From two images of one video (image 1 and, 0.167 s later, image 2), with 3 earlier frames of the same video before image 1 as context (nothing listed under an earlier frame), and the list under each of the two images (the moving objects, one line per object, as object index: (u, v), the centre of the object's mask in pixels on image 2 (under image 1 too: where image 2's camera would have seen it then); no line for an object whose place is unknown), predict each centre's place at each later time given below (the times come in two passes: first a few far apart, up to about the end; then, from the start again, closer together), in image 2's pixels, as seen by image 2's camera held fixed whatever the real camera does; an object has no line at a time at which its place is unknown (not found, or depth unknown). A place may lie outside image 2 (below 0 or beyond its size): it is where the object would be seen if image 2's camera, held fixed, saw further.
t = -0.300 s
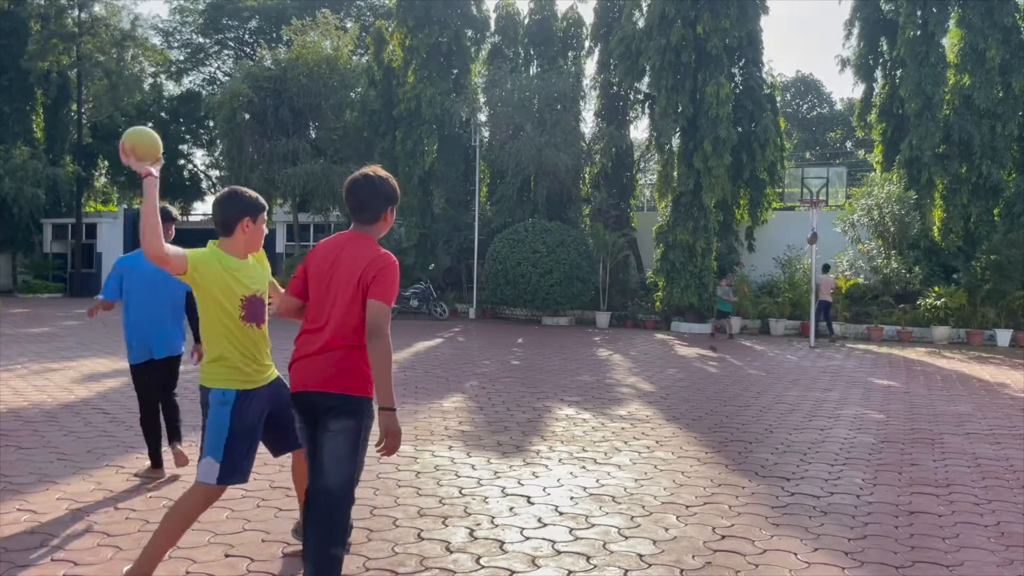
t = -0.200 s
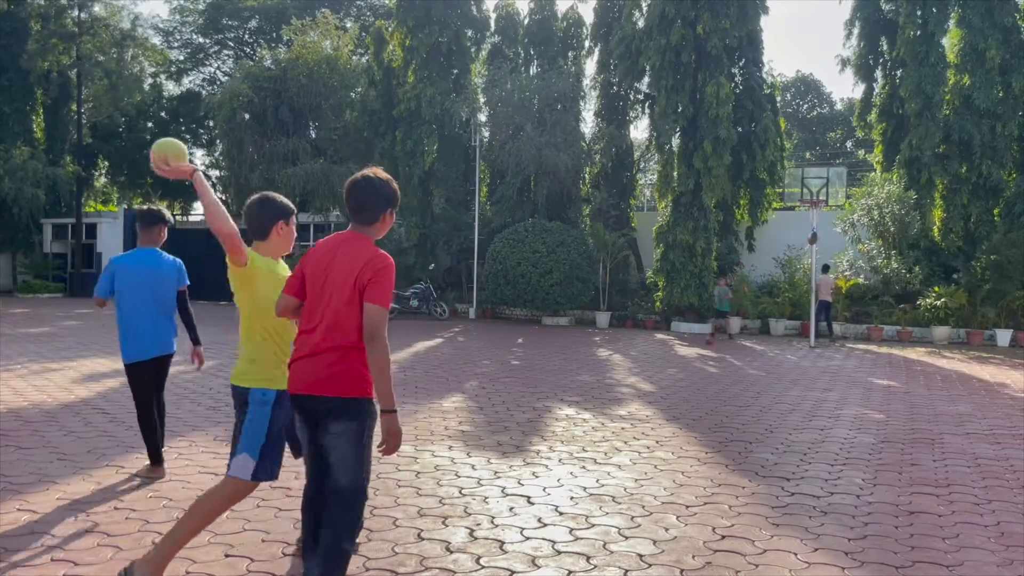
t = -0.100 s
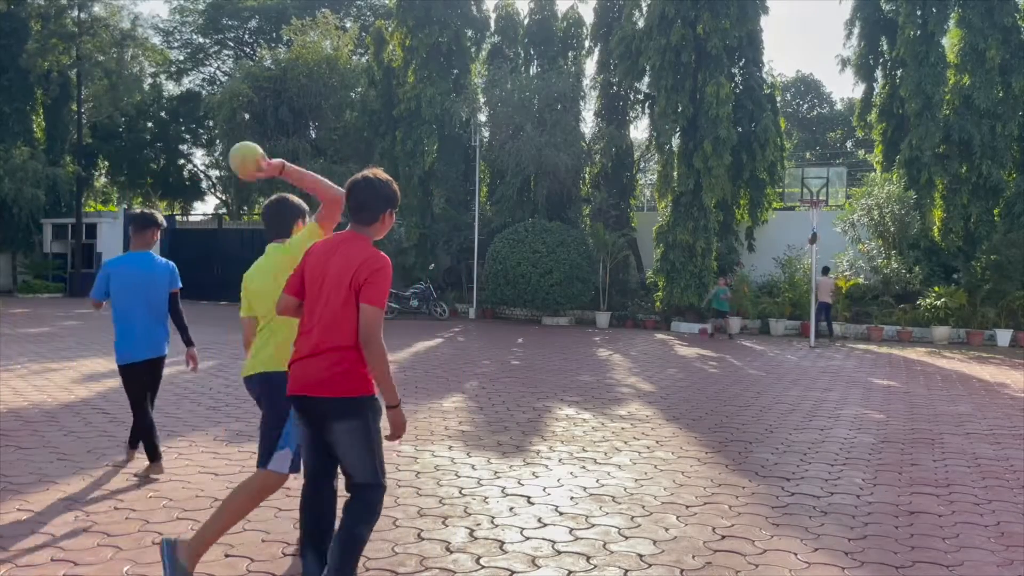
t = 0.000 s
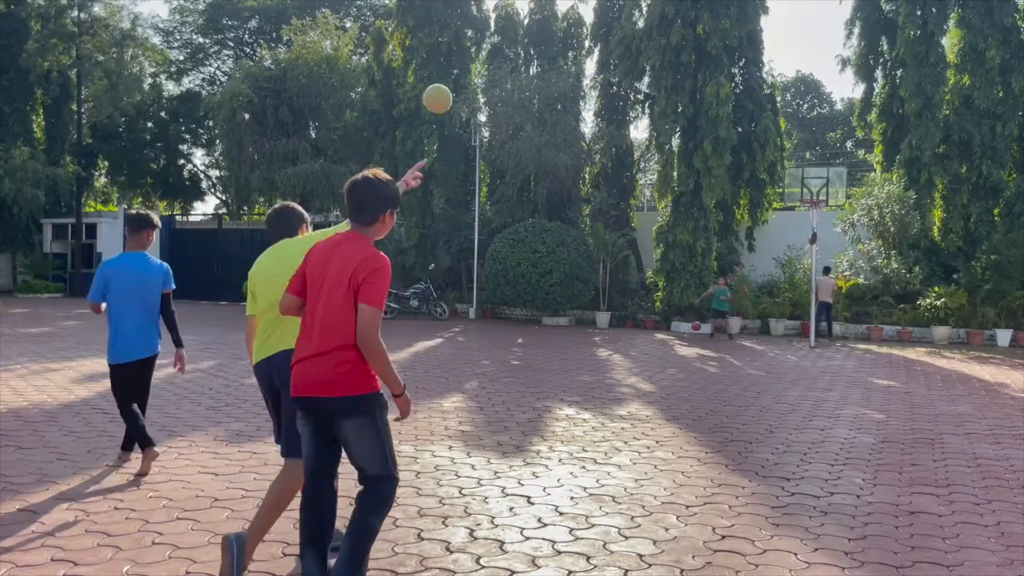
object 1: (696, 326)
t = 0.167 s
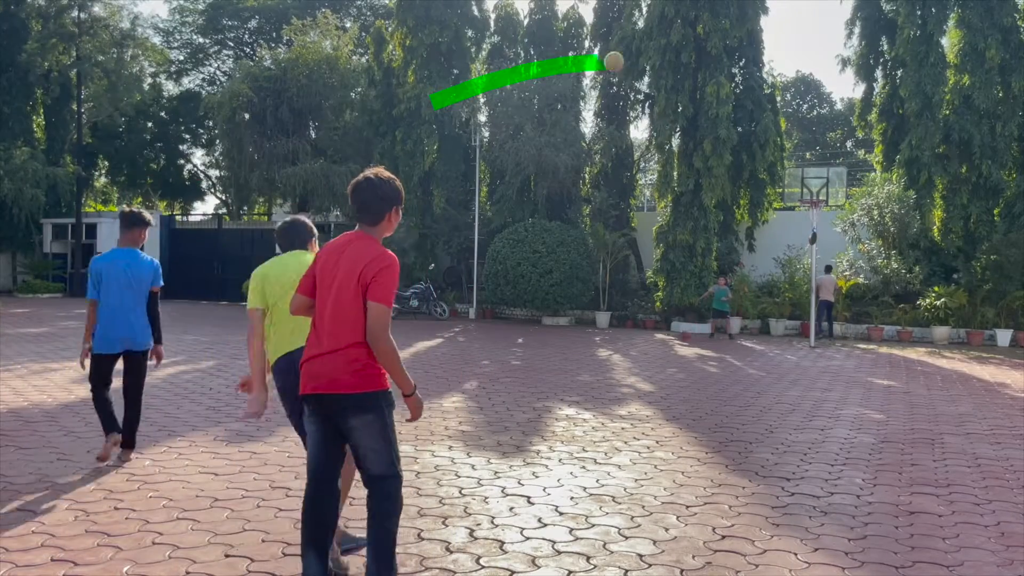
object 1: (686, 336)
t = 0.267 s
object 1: (676, 351)
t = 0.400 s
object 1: (667, 365)
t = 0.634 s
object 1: (649, 365)
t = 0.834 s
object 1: (632, 377)
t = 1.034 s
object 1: (615, 391)
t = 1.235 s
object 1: (598, 397)
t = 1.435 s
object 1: (579, 404)
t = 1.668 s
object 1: (553, 415)
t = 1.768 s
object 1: (542, 420)
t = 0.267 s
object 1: (676, 351)
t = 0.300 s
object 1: (674, 358)
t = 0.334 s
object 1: (671, 367)
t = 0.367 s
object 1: (669, 368)
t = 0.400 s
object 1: (667, 365)
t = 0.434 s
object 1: (664, 362)
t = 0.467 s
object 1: (662, 360)
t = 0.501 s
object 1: (659, 360)
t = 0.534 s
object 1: (657, 360)
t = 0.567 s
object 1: (654, 360)
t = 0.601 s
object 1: (651, 363)
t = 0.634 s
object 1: (649, 365)
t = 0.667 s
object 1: (646, 369)
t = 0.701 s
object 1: (643, 374)
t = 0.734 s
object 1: (640, 380)
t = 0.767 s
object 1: (638, 380)
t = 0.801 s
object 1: (635, 378)
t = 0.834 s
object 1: (632, 377)
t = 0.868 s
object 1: (630, 377)
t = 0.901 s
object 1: (627, 378)
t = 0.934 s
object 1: (624, 380)
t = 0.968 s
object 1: (621, 382)
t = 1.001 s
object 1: (618, 387)
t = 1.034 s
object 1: (615, 391)
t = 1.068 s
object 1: (612, 388)
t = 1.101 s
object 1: (610, 389)
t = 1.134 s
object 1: (607, 388)
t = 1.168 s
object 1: (605, 389)
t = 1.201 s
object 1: (602, 392)
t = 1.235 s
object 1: (598, 397)
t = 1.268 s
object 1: (596, 400)
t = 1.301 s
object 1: (592, 399)
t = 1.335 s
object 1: (589, 400)
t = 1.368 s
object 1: (586, 401)
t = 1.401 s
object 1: (582, 404)
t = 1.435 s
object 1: (579, 404)
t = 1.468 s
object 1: (575, 405)
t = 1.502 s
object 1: (572, 406)
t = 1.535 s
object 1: (568, 410)
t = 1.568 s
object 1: (565, 410)
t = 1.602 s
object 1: (561, 413)
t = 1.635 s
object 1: (557, 413)
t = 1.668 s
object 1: (553, 415)
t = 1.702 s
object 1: (549, 416)
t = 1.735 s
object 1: (546, 417)
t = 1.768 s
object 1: (542, 420)
